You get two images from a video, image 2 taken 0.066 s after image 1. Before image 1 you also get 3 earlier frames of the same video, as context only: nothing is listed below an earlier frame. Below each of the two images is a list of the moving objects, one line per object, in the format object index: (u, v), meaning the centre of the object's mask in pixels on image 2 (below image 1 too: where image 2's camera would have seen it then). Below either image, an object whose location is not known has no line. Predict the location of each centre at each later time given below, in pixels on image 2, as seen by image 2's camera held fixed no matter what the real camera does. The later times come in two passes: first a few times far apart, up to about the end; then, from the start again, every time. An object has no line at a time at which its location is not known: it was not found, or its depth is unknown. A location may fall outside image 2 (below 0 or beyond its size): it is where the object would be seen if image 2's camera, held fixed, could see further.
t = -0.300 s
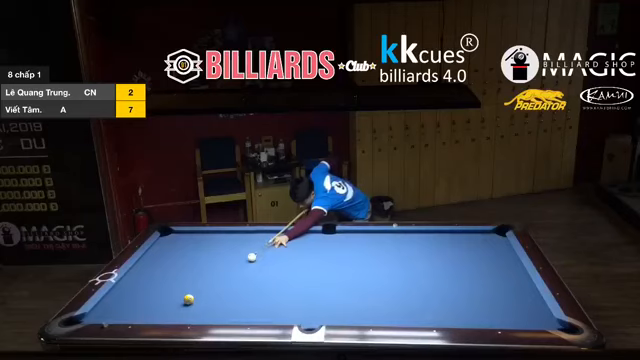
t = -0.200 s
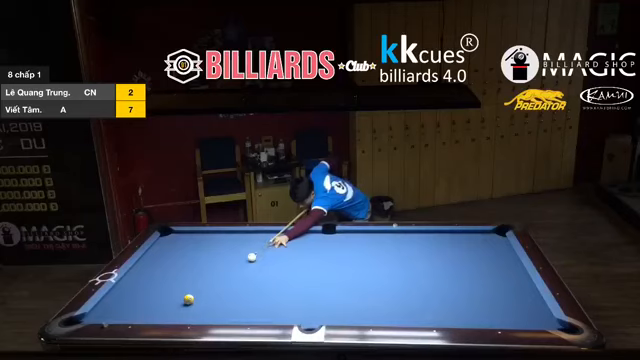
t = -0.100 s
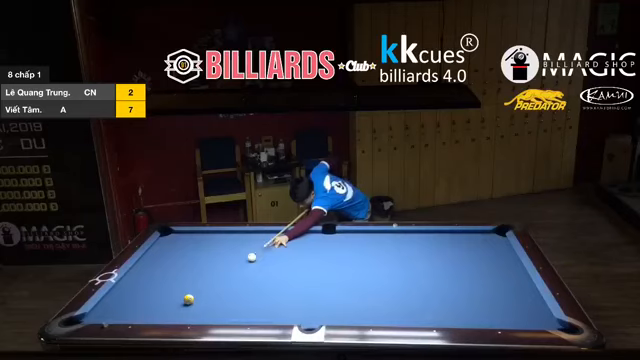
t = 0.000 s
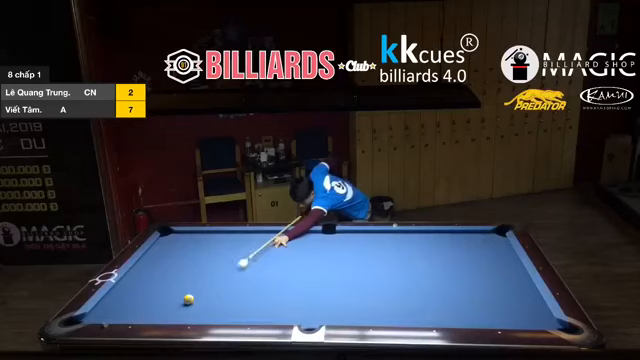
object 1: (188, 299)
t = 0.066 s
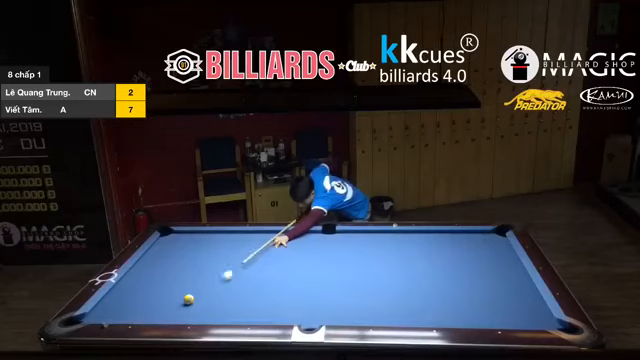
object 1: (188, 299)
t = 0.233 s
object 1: (175, 301)
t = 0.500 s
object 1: (113, 313)
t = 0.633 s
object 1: (85, 318)
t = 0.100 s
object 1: (188, 299)
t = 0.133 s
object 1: (188, 299)
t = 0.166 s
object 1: (188, 299)
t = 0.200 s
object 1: (184, 299)
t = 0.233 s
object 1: (175, 301)
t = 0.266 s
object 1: (166, 303)
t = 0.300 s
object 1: (157, 305)
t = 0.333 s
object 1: (149, 306)
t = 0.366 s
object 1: (141, 308)
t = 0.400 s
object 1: (134, 310)
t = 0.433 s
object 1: (126, 310)
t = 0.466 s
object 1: (118, 312)
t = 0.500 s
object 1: (113, 313)
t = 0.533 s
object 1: (105, 314)
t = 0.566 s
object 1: (98, 315)
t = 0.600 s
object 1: (91, 316)
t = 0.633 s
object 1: (85, 318)
